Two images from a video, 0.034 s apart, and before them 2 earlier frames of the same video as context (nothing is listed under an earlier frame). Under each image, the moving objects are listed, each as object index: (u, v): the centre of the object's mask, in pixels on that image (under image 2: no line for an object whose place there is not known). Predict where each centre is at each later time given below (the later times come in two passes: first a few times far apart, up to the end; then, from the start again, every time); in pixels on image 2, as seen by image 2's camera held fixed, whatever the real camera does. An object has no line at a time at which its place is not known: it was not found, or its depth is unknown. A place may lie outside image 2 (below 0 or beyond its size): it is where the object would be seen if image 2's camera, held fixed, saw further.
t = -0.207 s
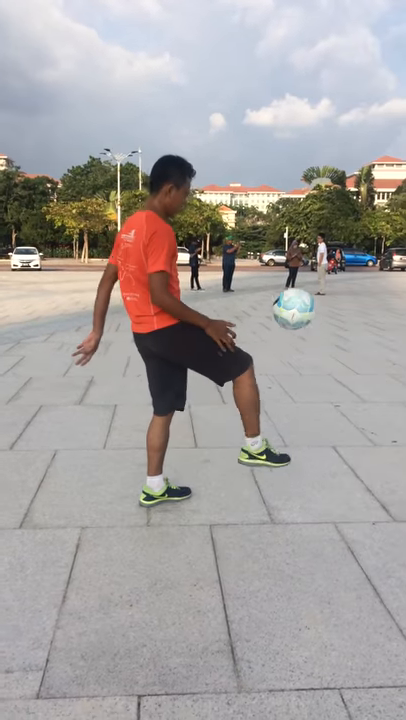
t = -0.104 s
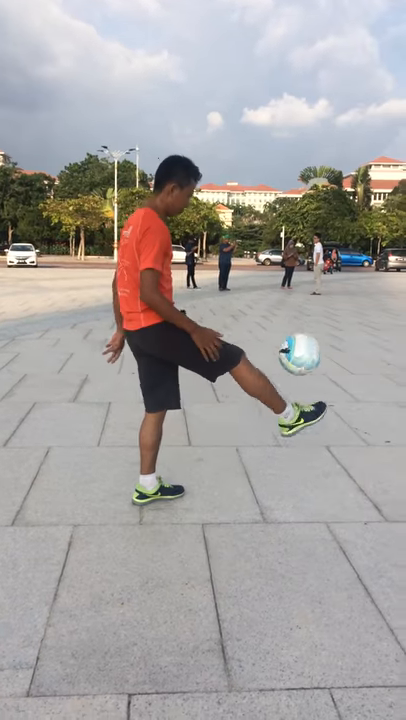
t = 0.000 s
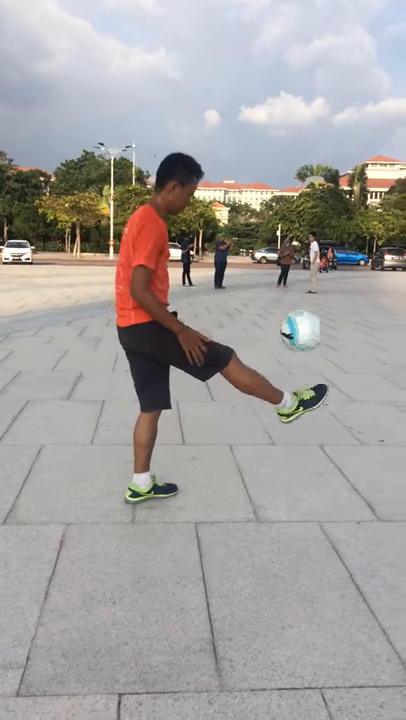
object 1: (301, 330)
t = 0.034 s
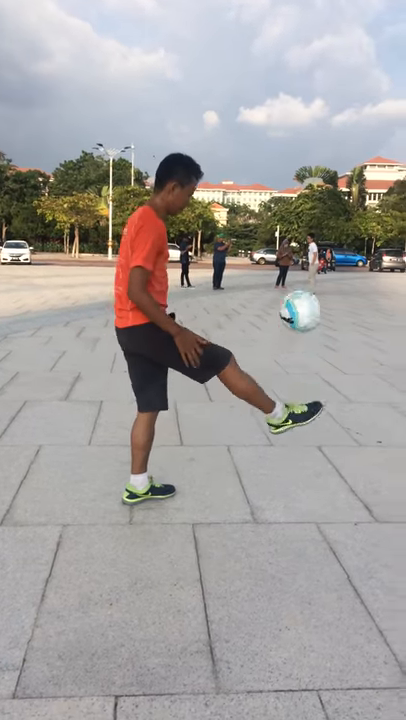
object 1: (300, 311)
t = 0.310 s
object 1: (305, 222)
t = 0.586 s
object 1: (302, 270)
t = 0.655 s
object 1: (302, 303)
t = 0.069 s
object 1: (302, 293)
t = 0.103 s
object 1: (303, 276)
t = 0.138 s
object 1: (304, 262)
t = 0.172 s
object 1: (304, 250)
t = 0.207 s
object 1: (305, 240)
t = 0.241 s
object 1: (305, 232)
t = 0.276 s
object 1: (305, 226)
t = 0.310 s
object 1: (305, 222)
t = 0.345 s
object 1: (305, 221)
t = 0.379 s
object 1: (305, 221)
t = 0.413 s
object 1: (305, 224)
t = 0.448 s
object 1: (304, 228)
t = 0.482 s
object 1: (303, 236)
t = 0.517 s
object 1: (303, 244)
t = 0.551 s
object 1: (302, 256)
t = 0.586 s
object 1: (302, 270)
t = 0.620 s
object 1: (302, 286)
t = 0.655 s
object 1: (302, 303)
